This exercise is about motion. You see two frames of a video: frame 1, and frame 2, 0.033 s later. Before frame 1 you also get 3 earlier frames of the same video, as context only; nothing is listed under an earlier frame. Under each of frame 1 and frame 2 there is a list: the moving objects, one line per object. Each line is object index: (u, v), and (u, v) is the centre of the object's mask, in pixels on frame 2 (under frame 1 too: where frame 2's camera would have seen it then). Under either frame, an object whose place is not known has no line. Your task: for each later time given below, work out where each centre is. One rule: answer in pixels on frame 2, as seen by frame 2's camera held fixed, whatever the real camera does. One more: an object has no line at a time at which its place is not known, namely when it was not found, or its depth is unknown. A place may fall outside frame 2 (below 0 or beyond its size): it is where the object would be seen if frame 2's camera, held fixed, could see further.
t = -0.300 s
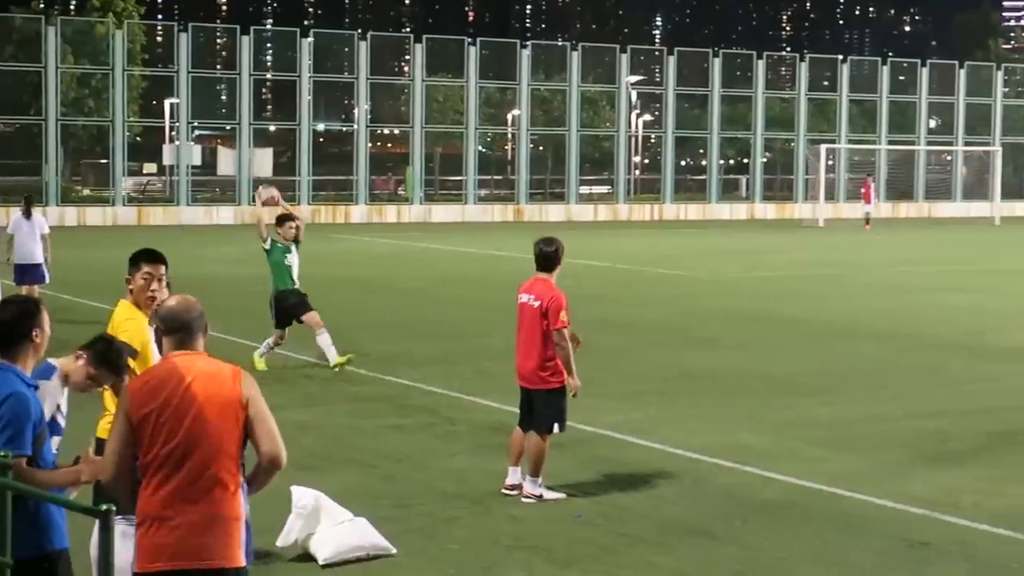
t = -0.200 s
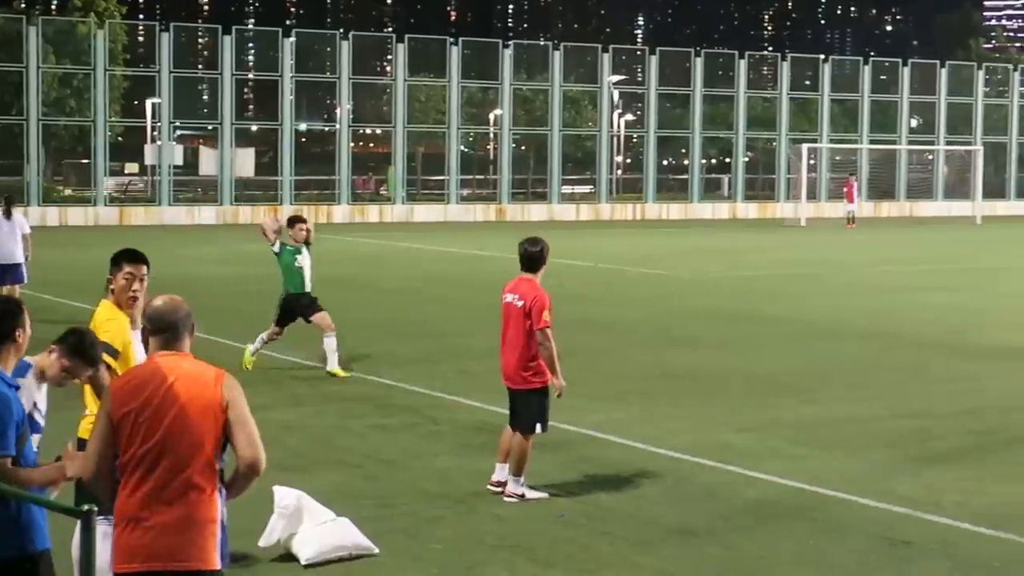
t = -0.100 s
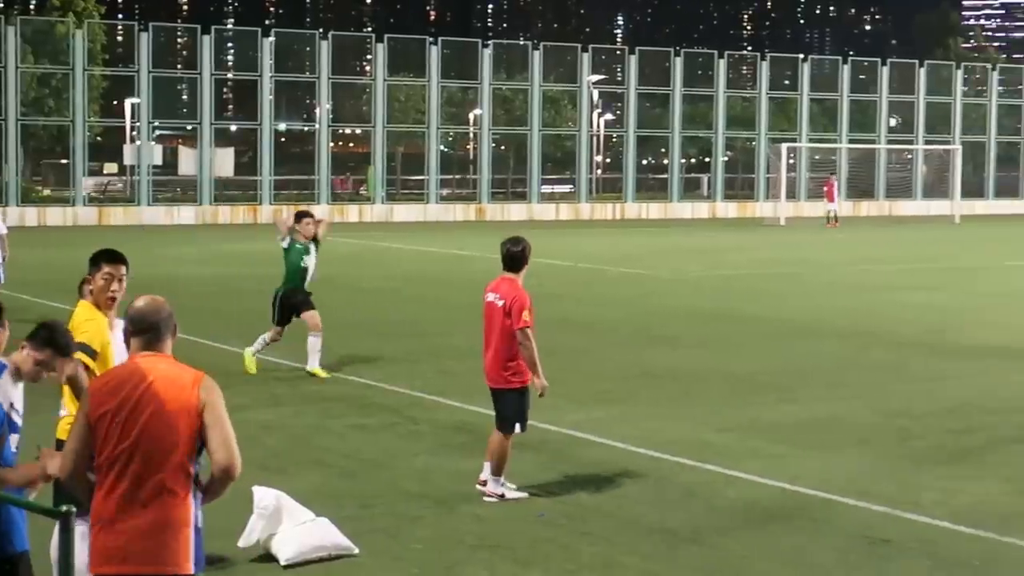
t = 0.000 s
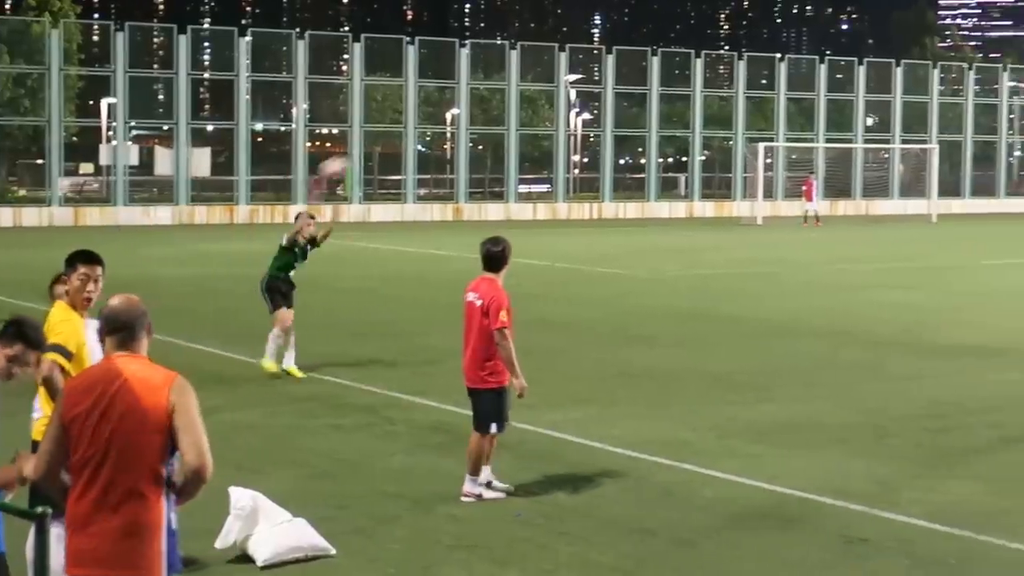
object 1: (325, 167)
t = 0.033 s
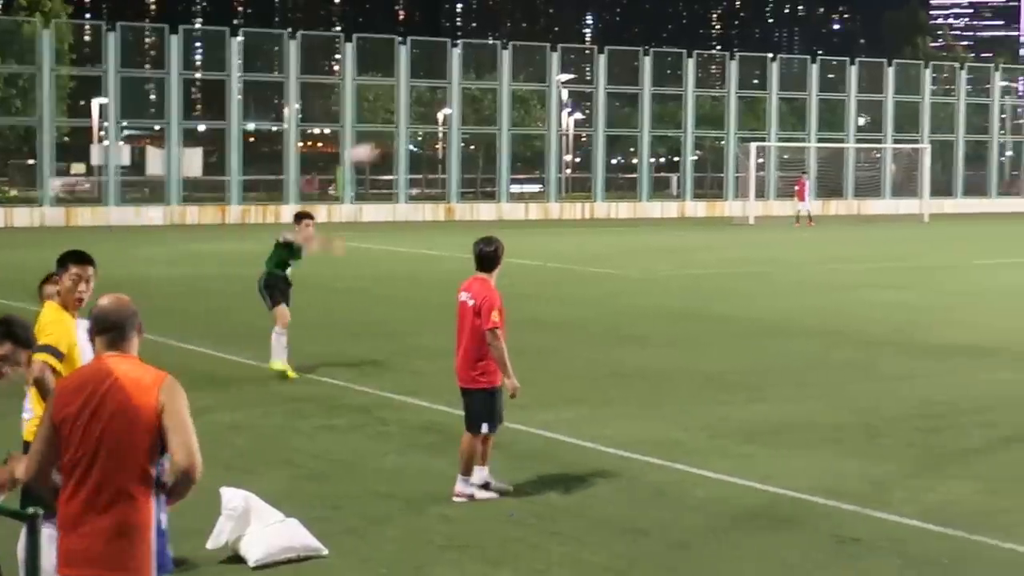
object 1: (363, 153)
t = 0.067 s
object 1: (393, 143)
